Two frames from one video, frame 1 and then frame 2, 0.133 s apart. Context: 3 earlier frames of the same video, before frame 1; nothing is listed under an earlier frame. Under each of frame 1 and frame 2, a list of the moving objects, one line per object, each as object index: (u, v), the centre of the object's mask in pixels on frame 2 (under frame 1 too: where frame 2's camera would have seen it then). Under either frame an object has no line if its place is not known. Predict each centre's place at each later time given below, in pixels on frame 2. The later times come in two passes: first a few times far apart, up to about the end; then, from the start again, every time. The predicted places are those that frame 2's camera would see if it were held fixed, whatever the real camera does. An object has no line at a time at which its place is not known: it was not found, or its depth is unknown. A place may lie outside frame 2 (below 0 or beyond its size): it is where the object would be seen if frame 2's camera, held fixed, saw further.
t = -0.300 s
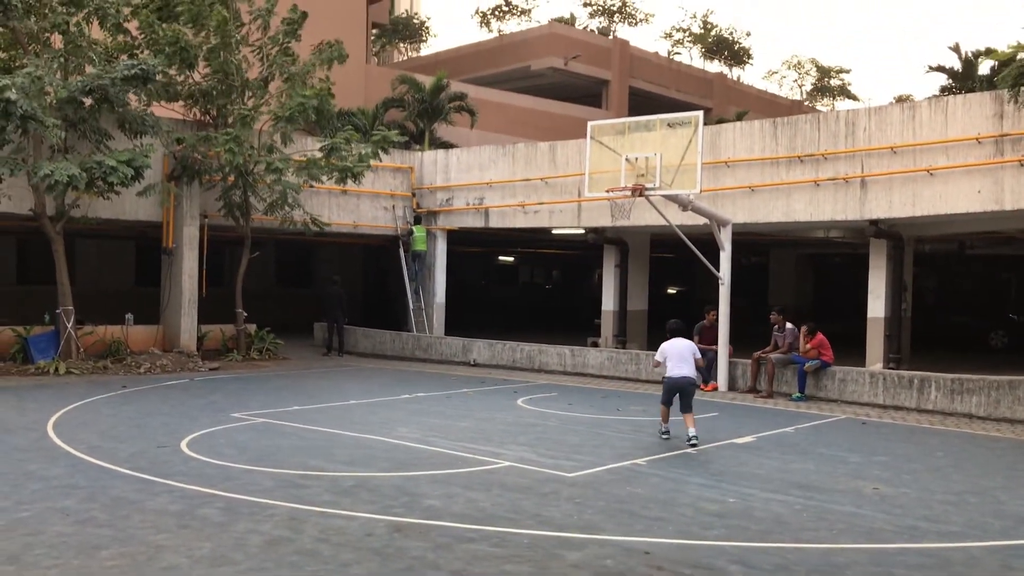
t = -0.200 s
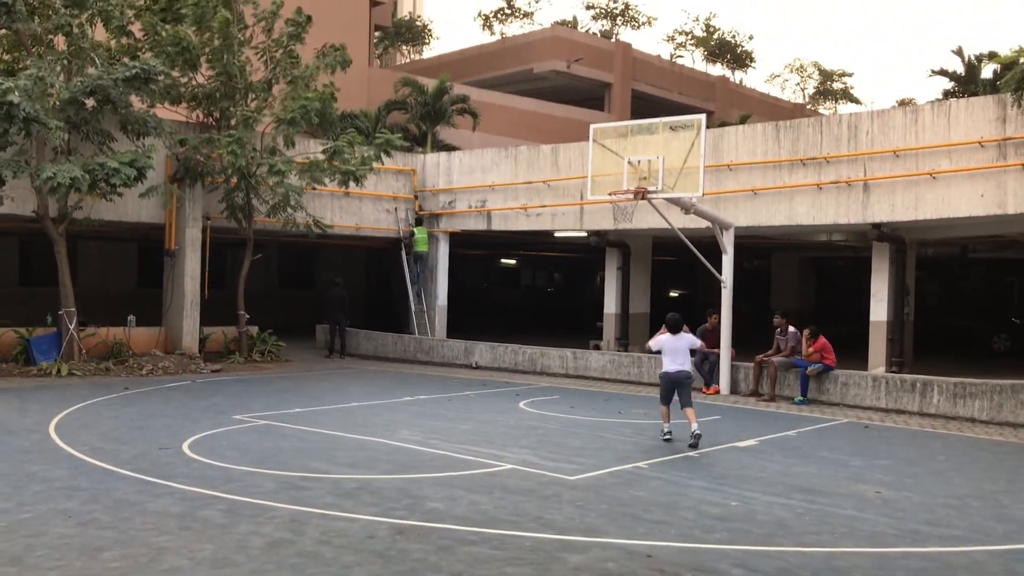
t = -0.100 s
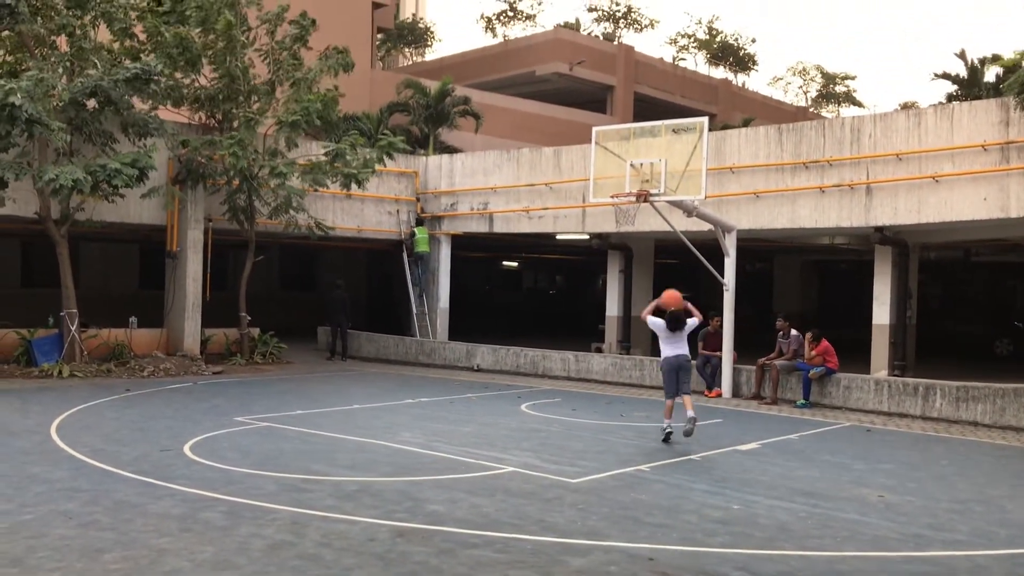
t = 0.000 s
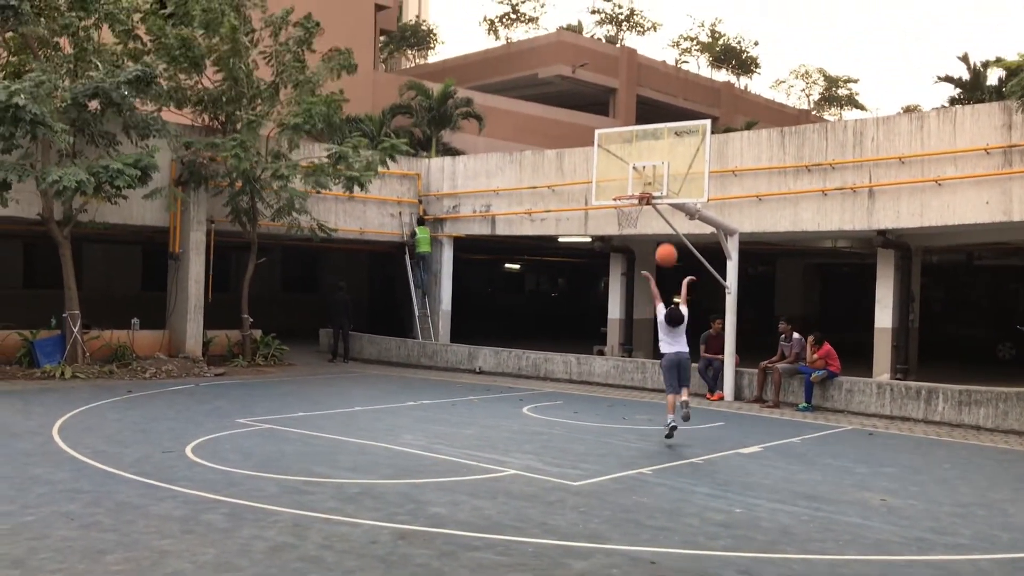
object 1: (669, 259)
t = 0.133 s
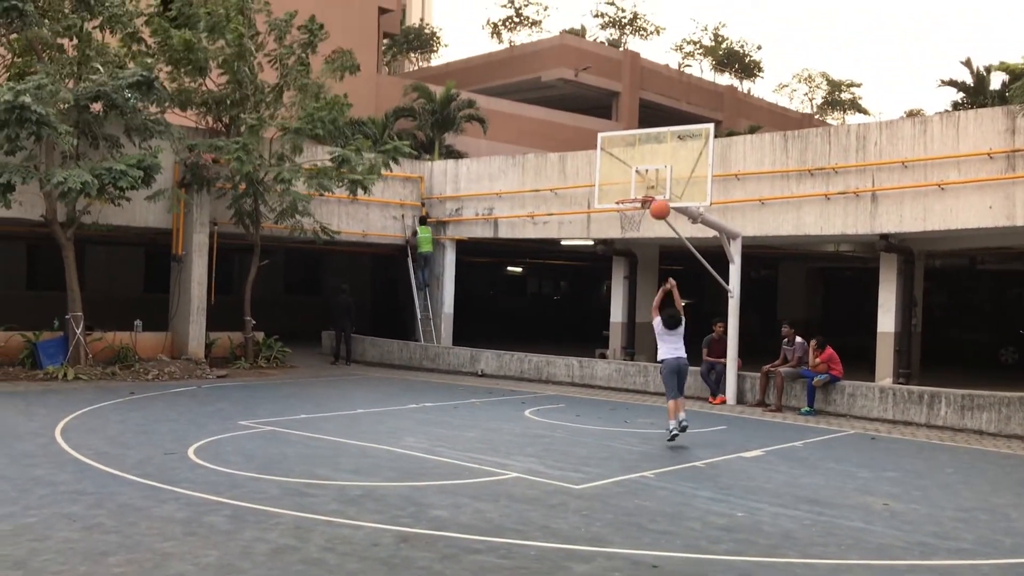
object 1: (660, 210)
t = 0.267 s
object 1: (651, 179)
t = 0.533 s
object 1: (633, 164)
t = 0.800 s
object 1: (609, 196)
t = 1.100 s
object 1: (557, 274)
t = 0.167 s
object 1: (657, 200)
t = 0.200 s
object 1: (655, 192)
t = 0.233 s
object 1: (653, 185)
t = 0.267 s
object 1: (651, 179)
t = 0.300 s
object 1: (648, 174)
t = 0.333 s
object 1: (646, 170)
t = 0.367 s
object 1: (644, 167)
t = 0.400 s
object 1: (642, 165)
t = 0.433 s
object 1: (640, 163)
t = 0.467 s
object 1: (637, 163)
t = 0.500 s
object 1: (635, 163)
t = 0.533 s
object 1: (633, 164)
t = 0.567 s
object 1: (631, 166)
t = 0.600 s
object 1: (628, 169)
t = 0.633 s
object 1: (627, 173)
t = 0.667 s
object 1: (624, 177)
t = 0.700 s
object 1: (622, 182)
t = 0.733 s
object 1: (620, 188)
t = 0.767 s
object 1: (615, 192)
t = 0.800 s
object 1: (609, 196)
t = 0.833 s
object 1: (604, 202)
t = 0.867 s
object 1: (598, 208)
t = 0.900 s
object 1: (592, 215)
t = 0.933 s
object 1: (587, 223)
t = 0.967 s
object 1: (581, 231)
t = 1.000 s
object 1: (575, 241)
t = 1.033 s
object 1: (569, 252)
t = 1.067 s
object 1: (563, 262)
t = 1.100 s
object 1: (557, 274)
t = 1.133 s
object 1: (551, 286)
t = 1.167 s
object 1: (545, 299)
